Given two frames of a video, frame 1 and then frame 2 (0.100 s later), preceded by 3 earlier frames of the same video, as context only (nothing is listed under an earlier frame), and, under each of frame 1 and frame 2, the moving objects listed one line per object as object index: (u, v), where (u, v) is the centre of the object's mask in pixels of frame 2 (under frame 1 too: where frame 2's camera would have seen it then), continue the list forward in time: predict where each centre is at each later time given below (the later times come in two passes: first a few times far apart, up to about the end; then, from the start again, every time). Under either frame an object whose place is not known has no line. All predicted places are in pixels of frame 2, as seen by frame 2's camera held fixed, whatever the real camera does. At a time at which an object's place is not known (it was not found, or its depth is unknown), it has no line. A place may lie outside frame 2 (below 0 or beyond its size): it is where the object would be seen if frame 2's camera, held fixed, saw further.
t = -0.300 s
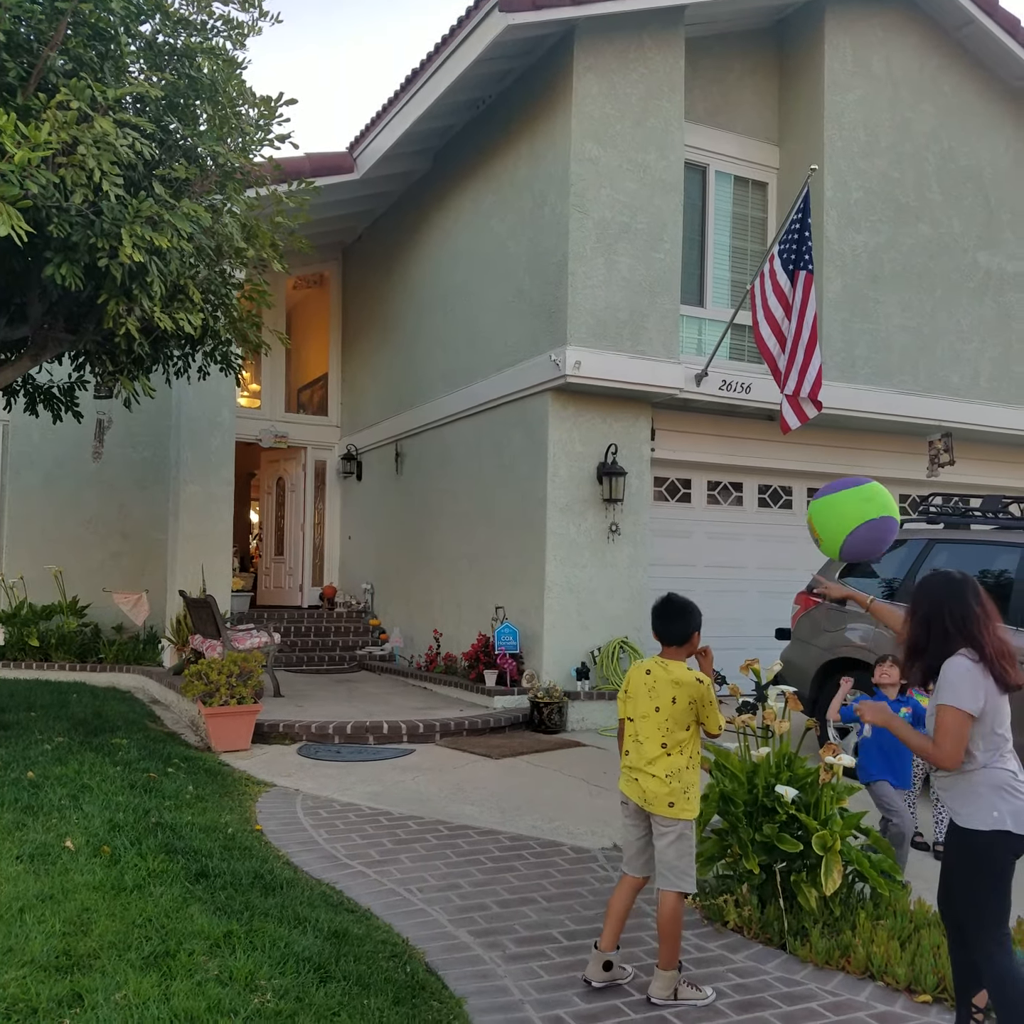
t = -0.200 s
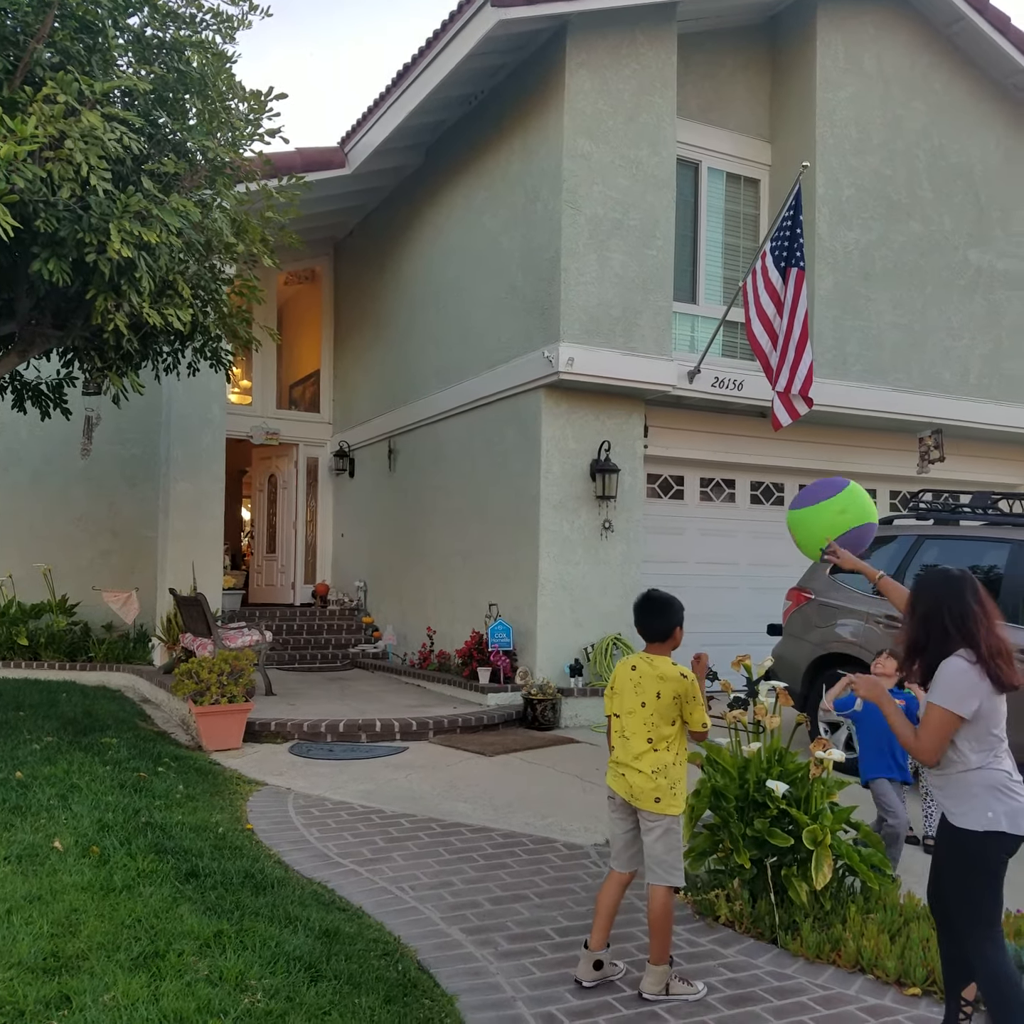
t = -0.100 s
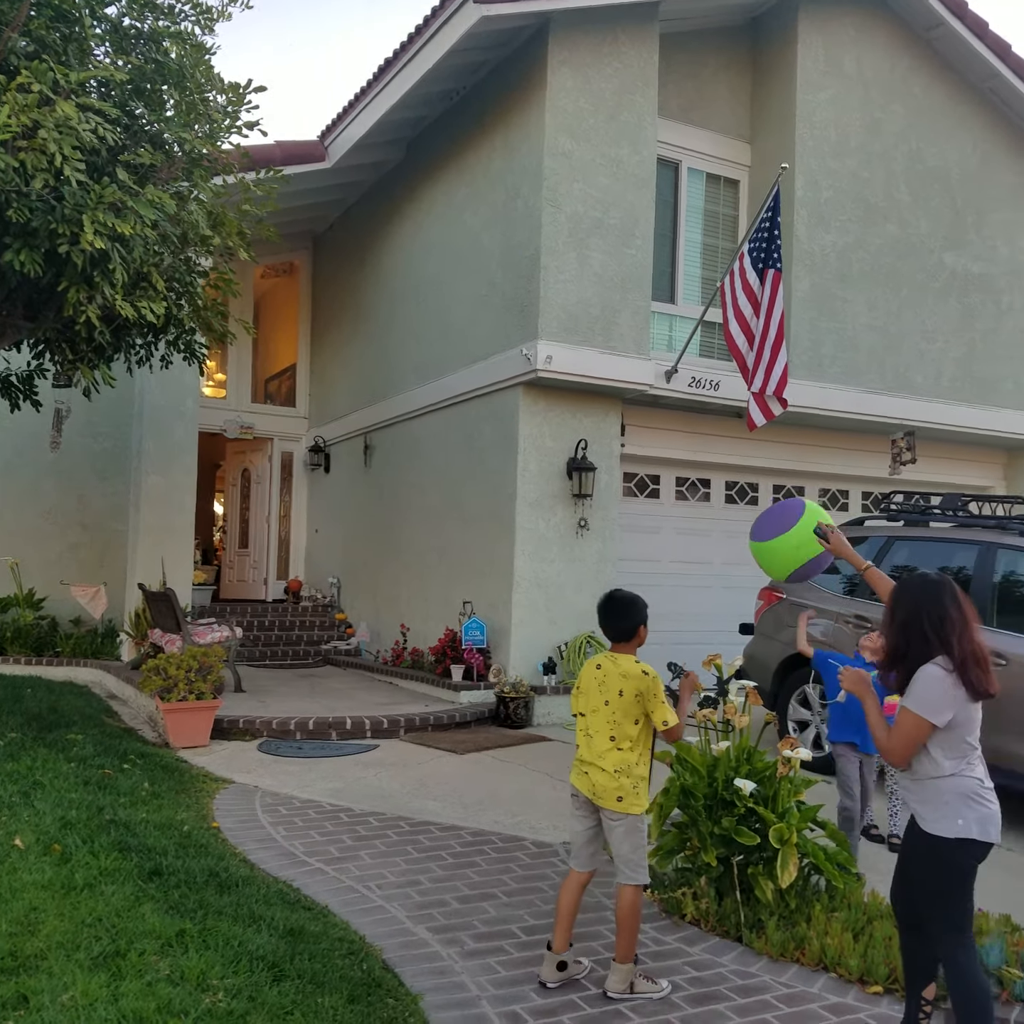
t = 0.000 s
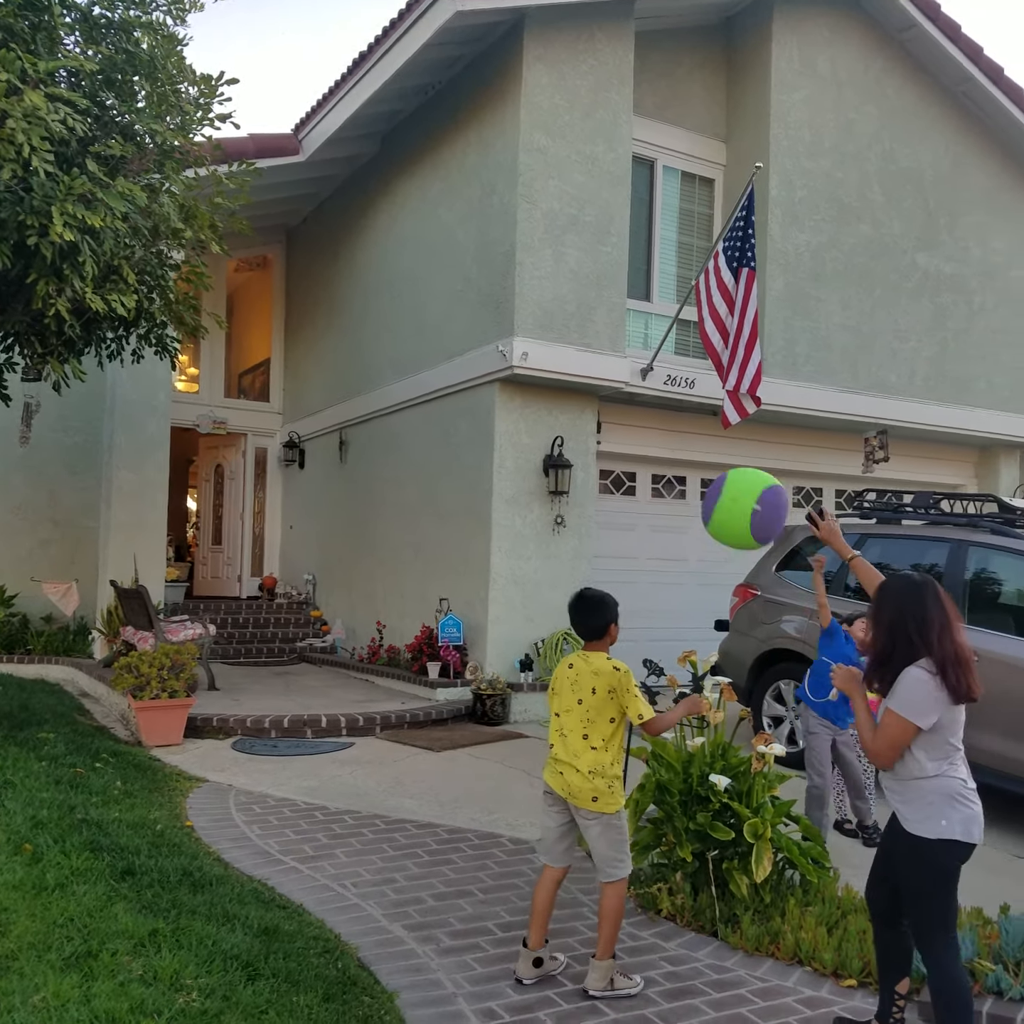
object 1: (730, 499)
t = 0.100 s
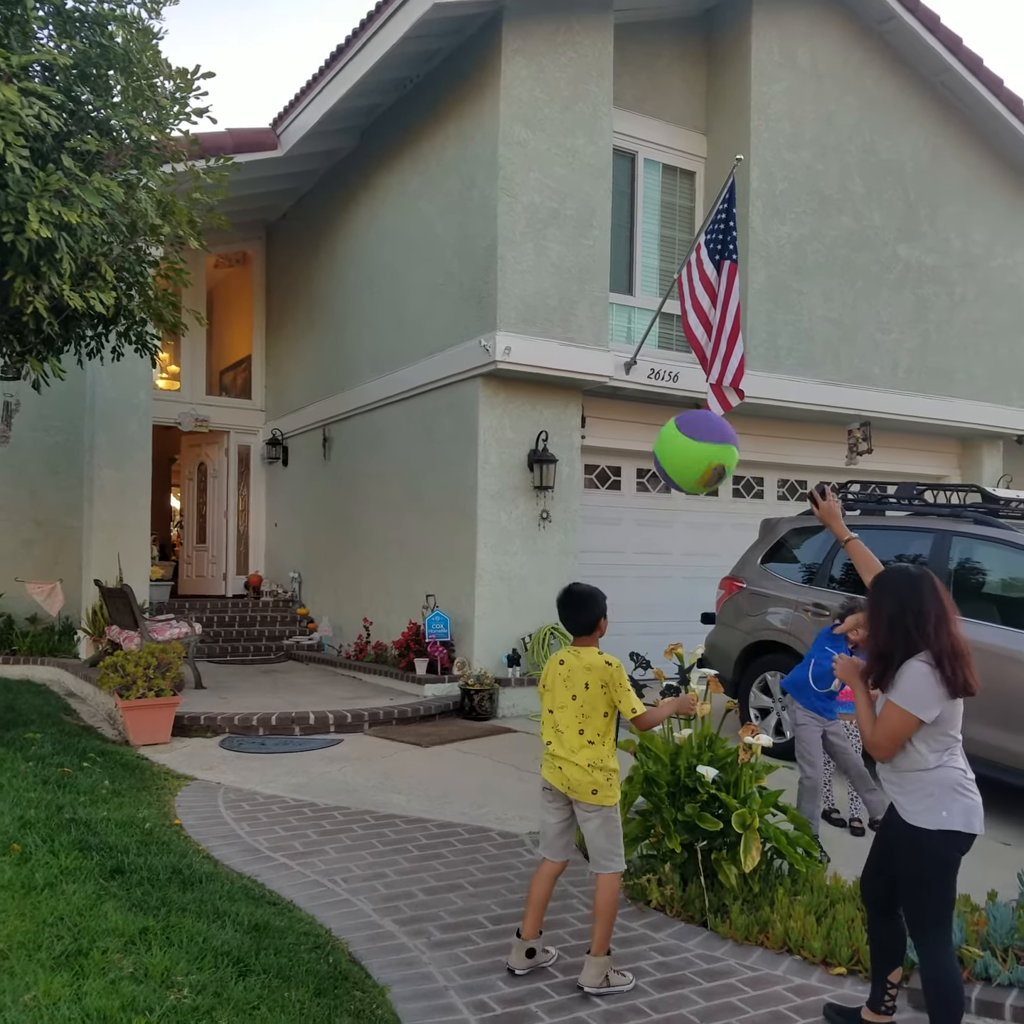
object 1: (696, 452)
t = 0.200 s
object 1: (662, 418)
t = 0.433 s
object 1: (585, 403)
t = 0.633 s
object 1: (510, 460)
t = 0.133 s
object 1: (685, 438)
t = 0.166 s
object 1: (673, 427)
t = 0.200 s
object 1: (662, 418)
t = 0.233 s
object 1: (650, 411)
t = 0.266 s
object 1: (639, 405)
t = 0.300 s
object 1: (628, 402)
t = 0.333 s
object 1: (617, 401)
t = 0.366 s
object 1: (606, 400)
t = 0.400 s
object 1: (596, 401)
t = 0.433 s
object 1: (585, 403)
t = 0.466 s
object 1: (573, 408)
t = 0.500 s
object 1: (560, 415)
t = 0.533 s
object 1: (548, 423)
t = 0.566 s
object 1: (536, 433)
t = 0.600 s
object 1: (522, 445)
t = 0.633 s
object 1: (510, 460)
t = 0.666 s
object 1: (497, 477)
